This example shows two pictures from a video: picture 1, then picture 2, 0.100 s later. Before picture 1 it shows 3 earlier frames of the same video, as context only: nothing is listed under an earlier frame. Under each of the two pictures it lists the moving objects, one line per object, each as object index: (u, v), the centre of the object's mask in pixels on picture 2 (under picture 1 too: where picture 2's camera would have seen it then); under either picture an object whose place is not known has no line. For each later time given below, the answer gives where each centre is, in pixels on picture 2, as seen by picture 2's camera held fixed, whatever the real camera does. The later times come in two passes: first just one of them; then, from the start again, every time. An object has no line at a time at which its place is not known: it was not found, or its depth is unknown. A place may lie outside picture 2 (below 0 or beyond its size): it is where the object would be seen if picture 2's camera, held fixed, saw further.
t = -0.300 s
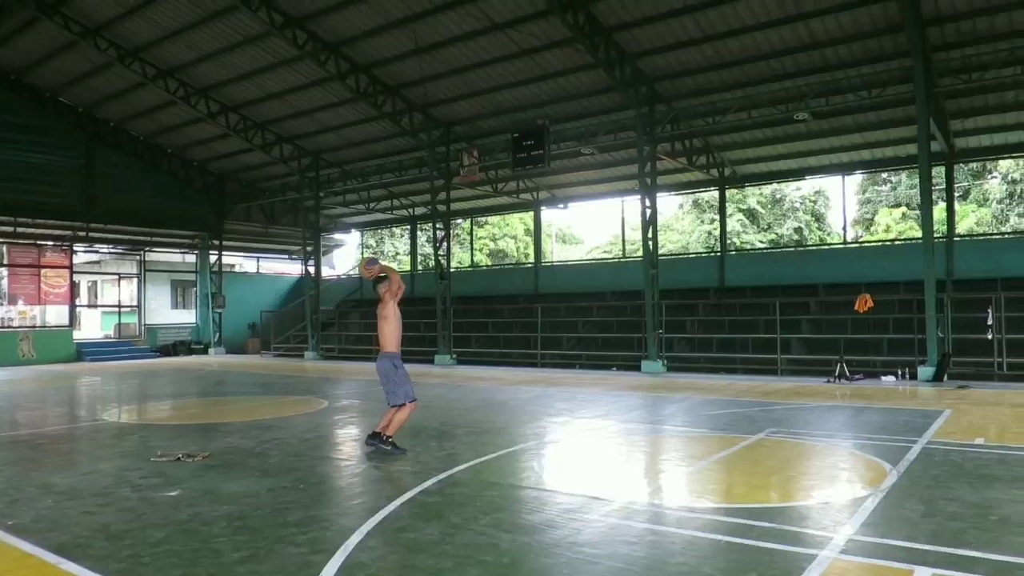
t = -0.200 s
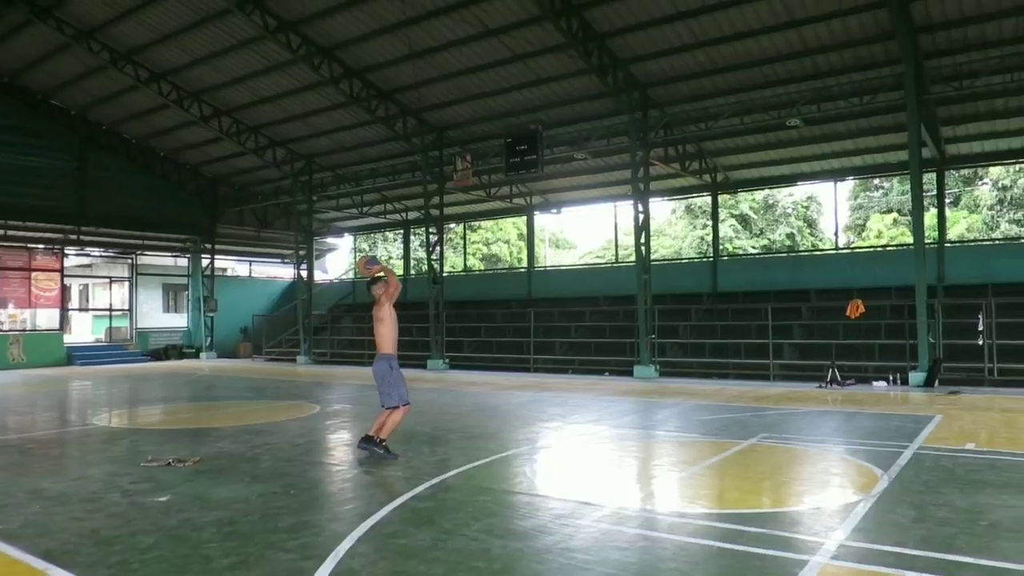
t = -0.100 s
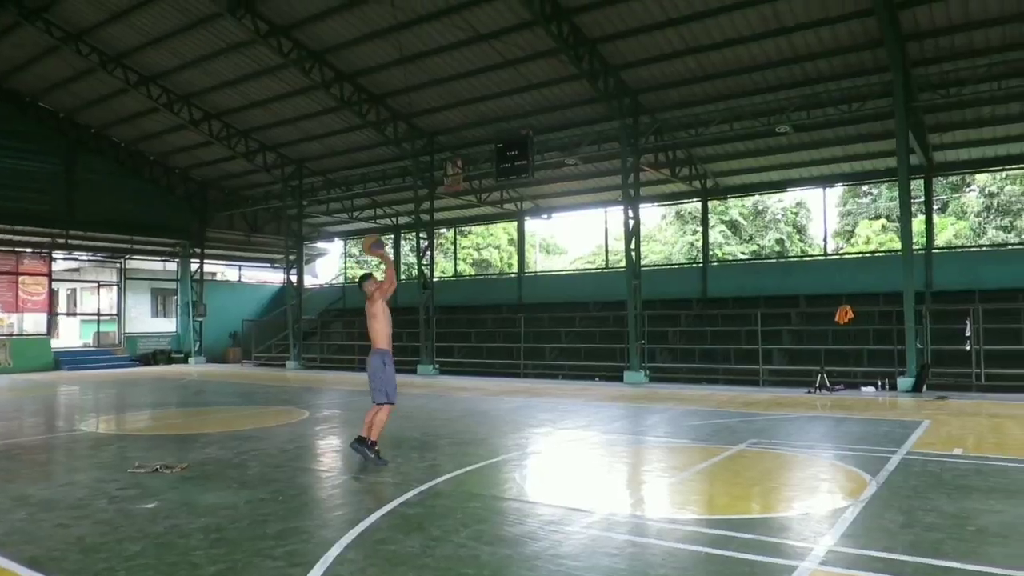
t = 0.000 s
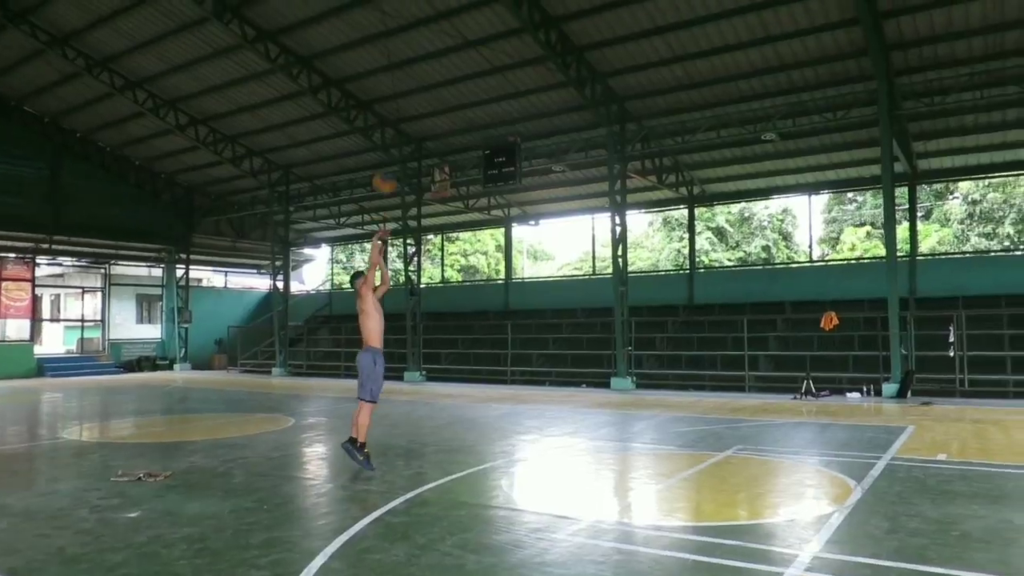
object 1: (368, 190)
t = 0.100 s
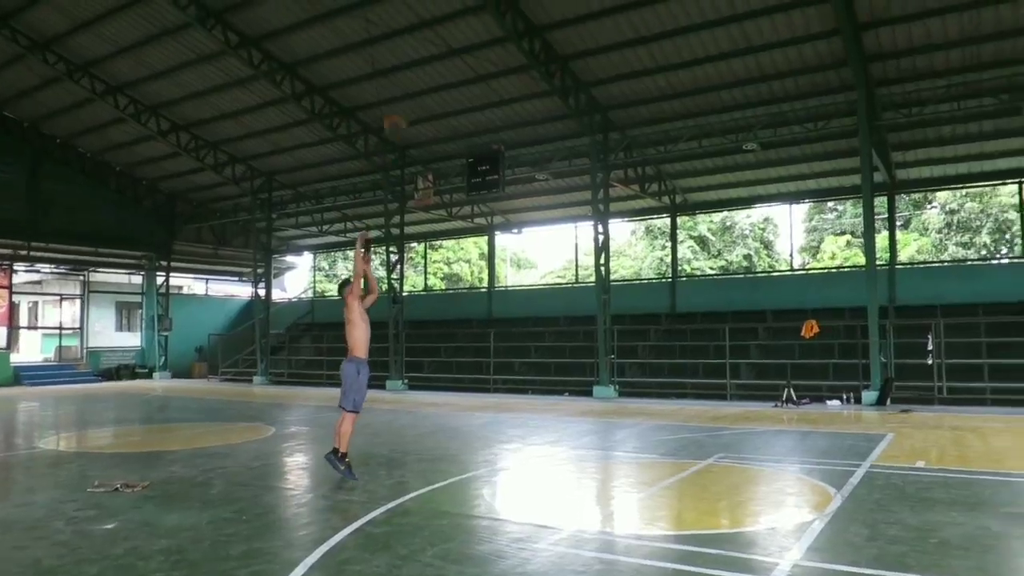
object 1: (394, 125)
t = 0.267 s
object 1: (442, 34)
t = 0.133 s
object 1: (402, 102)
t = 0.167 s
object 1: (412, 86)
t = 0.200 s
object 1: (421, 66)
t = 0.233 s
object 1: (432, 51)
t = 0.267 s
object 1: (442, 34)
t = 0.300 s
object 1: (452, 17)
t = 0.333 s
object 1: (462, 1)
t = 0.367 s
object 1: (470, -11)
